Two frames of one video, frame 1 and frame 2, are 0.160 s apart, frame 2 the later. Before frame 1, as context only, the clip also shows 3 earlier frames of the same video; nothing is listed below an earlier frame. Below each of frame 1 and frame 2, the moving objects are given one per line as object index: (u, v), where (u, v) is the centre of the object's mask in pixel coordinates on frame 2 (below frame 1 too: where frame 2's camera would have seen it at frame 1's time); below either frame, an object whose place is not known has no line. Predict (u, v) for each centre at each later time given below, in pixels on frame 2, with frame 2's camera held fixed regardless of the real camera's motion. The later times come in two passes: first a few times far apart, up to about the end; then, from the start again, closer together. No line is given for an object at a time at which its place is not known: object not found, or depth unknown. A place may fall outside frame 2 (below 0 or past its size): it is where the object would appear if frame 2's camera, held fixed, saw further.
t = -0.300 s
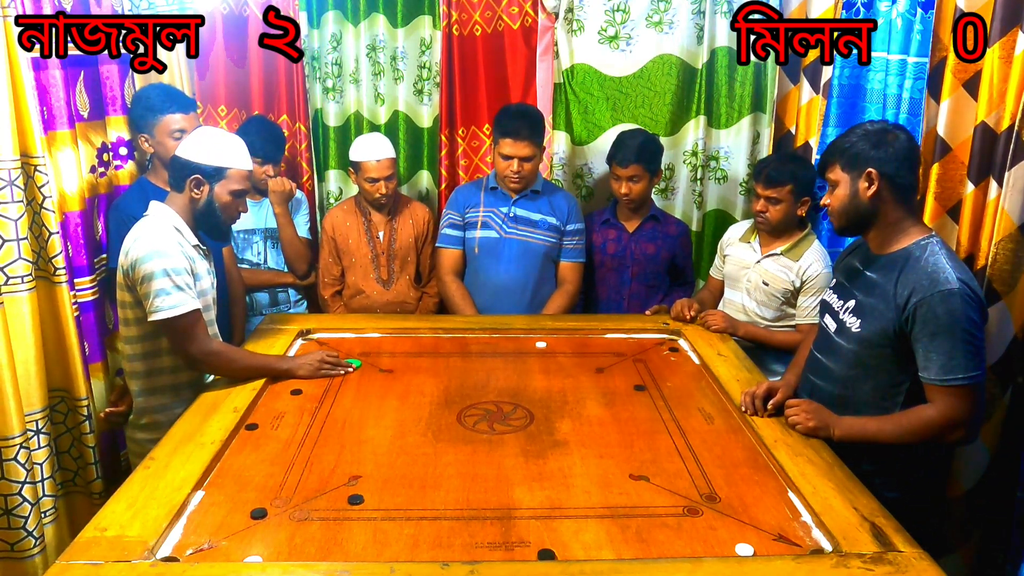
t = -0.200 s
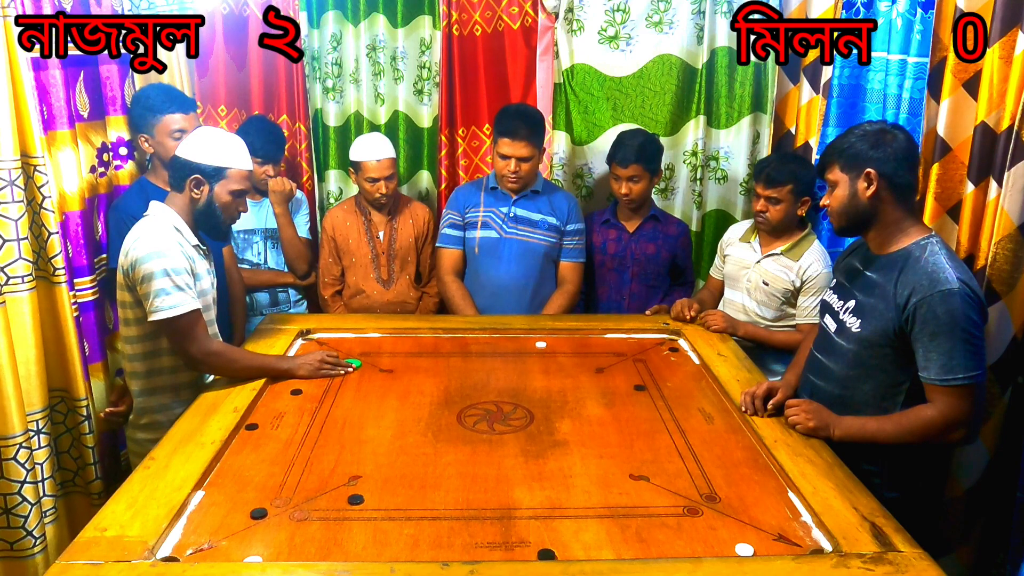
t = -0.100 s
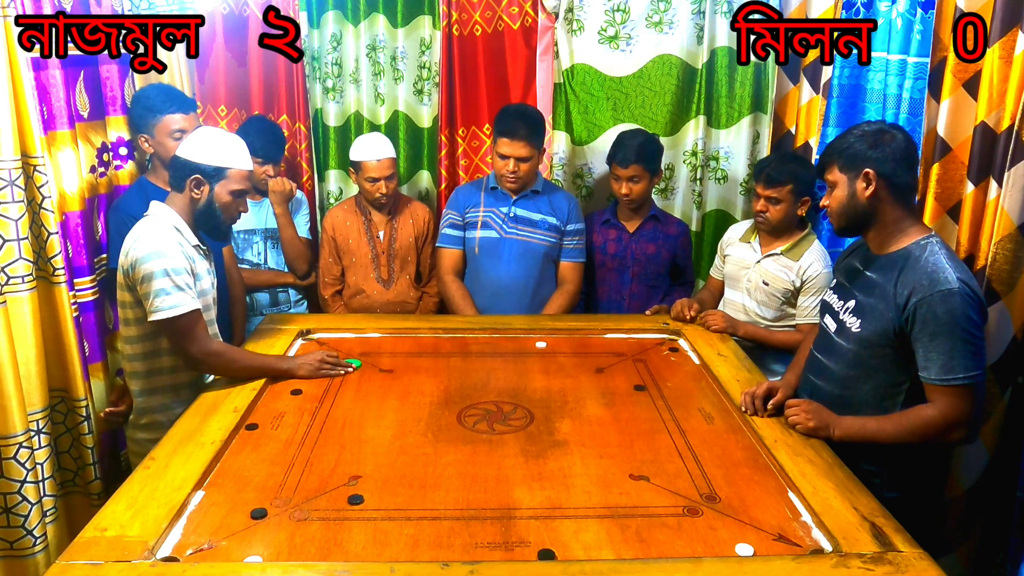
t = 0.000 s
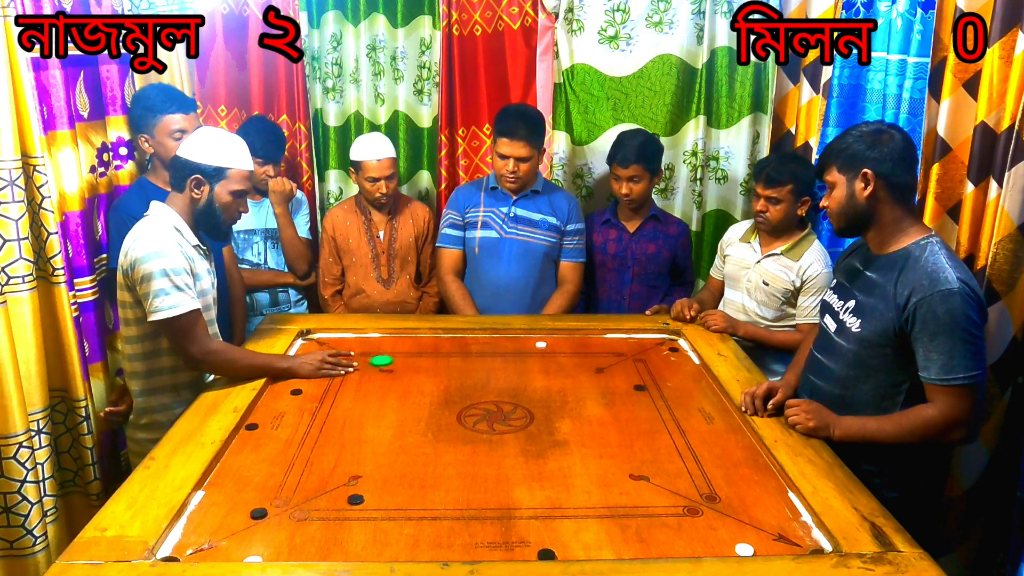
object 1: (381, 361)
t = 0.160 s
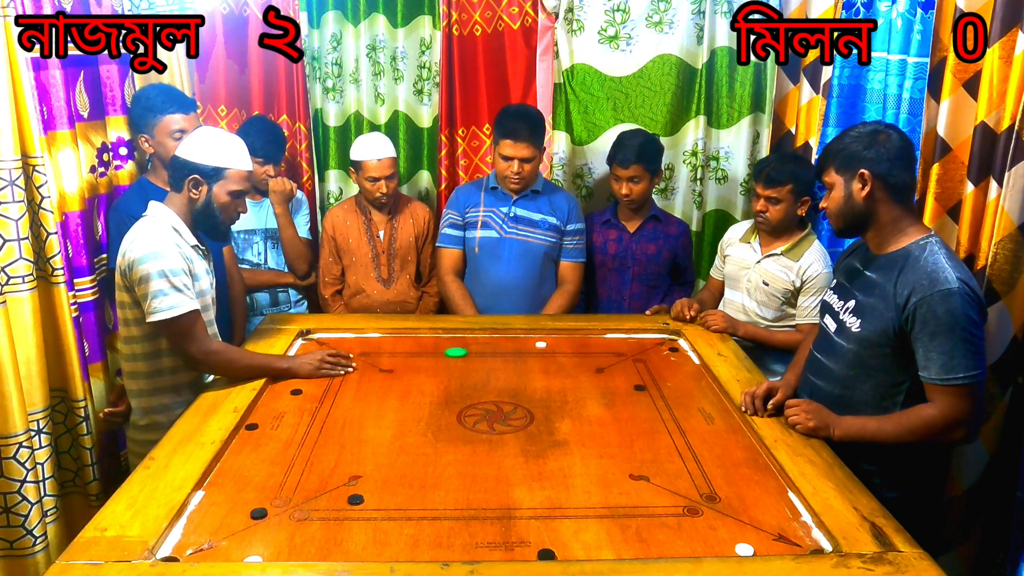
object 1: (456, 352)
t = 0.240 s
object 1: (489, 349)
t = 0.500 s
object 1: (563, 339)
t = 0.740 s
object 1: (600, 341)
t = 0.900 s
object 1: (615, 342)
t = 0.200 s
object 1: (473, 350)
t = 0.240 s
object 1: (489, 349)
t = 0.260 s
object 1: (496, 348)
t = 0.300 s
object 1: (512, 346)
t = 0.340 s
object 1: (526, 345)
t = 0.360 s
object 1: (532, 344)
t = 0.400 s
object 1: (541, 342)
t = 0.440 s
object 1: (550, 341)
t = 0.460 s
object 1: (554, 341)
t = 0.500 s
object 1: (563, 339)
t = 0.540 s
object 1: (570, 338)
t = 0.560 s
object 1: (574, 338)
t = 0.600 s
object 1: (580, 339)
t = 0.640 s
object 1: (587, 340)
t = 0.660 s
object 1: (589, 340)
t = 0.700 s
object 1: (595, 340)
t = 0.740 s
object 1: (600, 341)
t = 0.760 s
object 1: (603, 341)
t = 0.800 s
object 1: (607, 342)
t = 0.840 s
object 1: (611, 342)
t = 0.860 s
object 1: (612, 342)
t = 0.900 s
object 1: (615, 342)
